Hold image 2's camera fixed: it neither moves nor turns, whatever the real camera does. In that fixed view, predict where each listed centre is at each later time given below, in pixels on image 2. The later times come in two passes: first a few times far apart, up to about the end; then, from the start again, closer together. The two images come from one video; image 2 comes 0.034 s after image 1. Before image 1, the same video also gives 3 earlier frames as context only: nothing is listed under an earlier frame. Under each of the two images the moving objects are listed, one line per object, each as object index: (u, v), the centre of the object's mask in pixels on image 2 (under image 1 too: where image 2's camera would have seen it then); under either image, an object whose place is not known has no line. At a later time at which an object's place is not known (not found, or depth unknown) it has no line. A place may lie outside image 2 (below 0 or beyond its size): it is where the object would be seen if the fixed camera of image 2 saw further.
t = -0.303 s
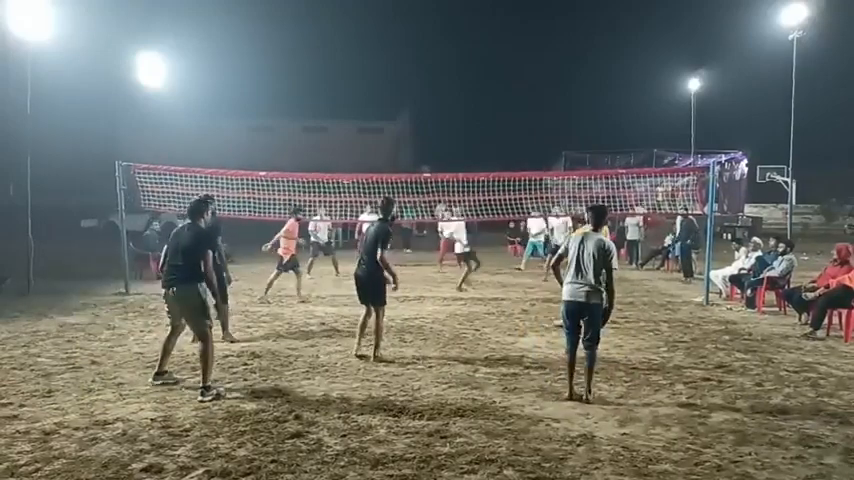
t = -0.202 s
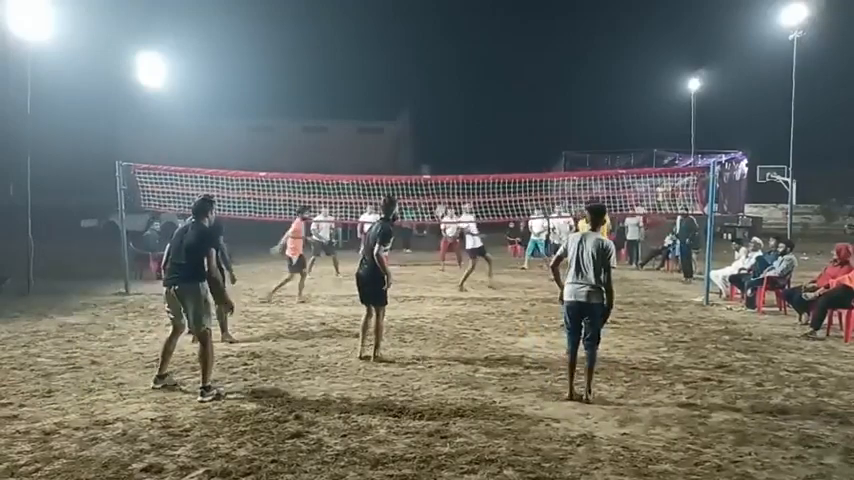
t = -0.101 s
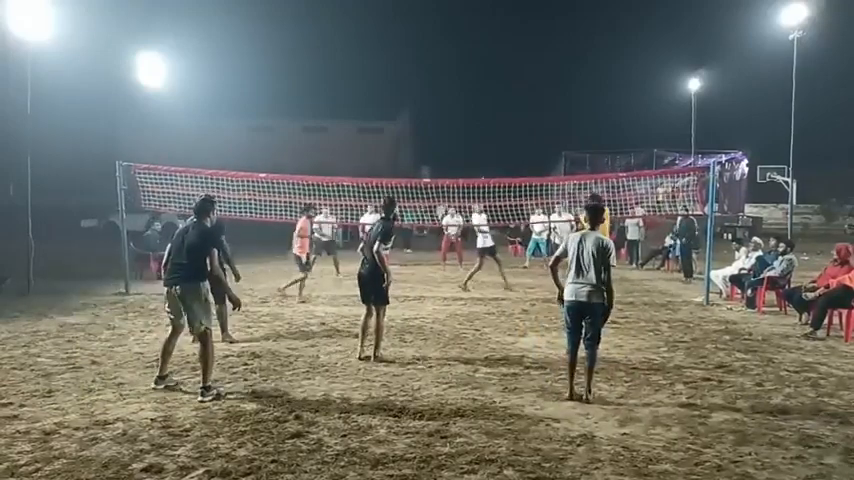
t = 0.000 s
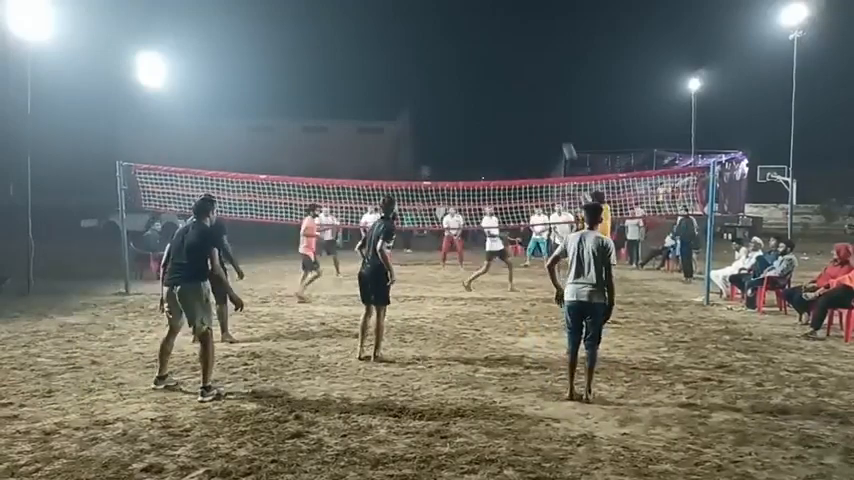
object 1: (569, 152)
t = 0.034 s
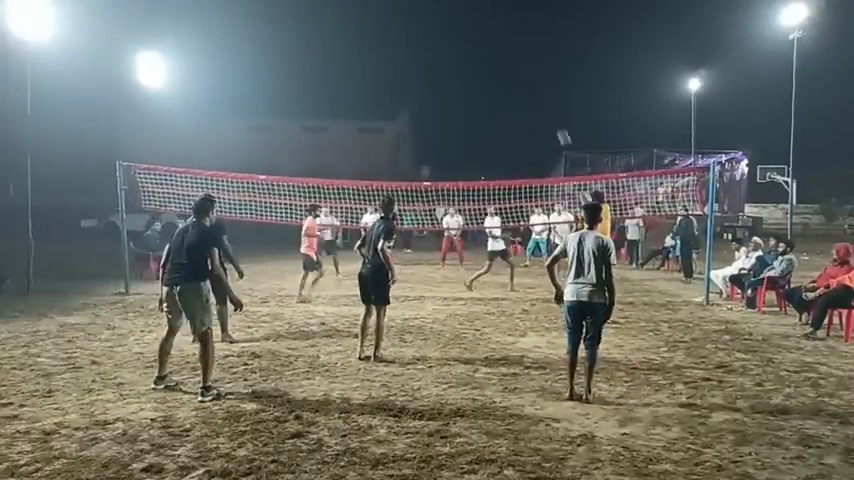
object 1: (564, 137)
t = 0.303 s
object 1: (529, 65)
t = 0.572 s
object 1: (501, 42)
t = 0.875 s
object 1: (475, 57)
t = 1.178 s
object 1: (456, 104)
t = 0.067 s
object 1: (559, 126)
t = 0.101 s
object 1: (554, 114)
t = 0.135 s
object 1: (549, 103)
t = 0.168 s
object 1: (545, 94)
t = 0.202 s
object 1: (541, 86)
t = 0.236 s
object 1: (536, 77)
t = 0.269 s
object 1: (533, 70)
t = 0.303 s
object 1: (529, 65)
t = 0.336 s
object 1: (525, 60)
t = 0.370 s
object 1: (521, 55)
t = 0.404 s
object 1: (518, 51)
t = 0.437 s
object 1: (514, 48)
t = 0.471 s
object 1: (510, 45)
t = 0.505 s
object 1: (507, 44)
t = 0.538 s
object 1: (504, 43)
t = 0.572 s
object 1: (501, 42)
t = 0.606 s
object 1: (498, 42)
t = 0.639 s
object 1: (494, 42)
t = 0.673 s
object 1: (492, 43)
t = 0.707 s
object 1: (489, 44)
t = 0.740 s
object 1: (486, 46)
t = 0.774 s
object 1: (483, 48)
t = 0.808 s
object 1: (481, 51)
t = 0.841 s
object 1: (478, 54)
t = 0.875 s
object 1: (475, 57)
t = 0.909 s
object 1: (473, 61)
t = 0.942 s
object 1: (471, 66)
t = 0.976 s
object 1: (468, 70)
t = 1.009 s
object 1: (466, 75)
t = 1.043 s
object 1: (464, 81)
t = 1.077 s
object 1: (462, 86)
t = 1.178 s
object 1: (456, 104)
